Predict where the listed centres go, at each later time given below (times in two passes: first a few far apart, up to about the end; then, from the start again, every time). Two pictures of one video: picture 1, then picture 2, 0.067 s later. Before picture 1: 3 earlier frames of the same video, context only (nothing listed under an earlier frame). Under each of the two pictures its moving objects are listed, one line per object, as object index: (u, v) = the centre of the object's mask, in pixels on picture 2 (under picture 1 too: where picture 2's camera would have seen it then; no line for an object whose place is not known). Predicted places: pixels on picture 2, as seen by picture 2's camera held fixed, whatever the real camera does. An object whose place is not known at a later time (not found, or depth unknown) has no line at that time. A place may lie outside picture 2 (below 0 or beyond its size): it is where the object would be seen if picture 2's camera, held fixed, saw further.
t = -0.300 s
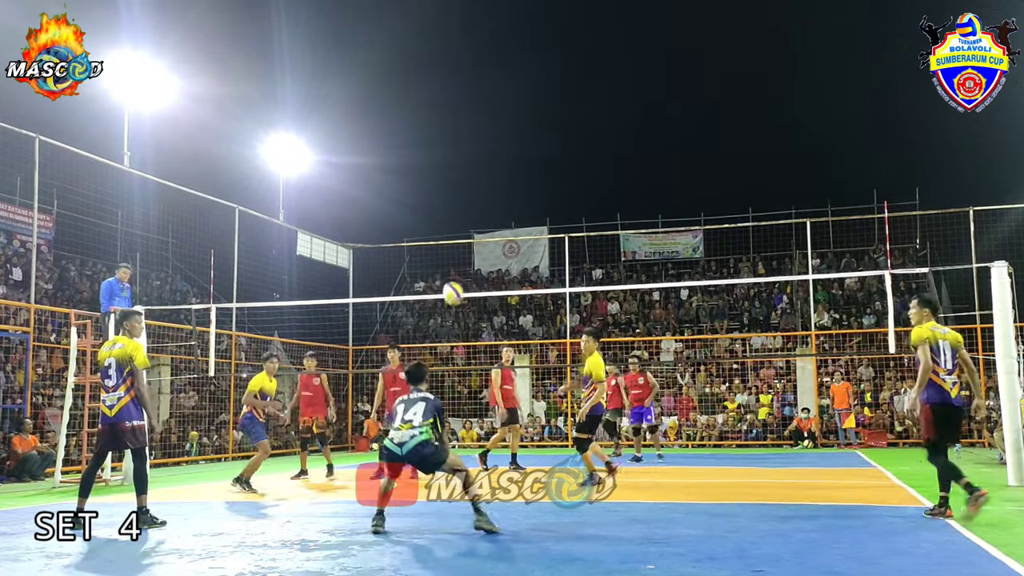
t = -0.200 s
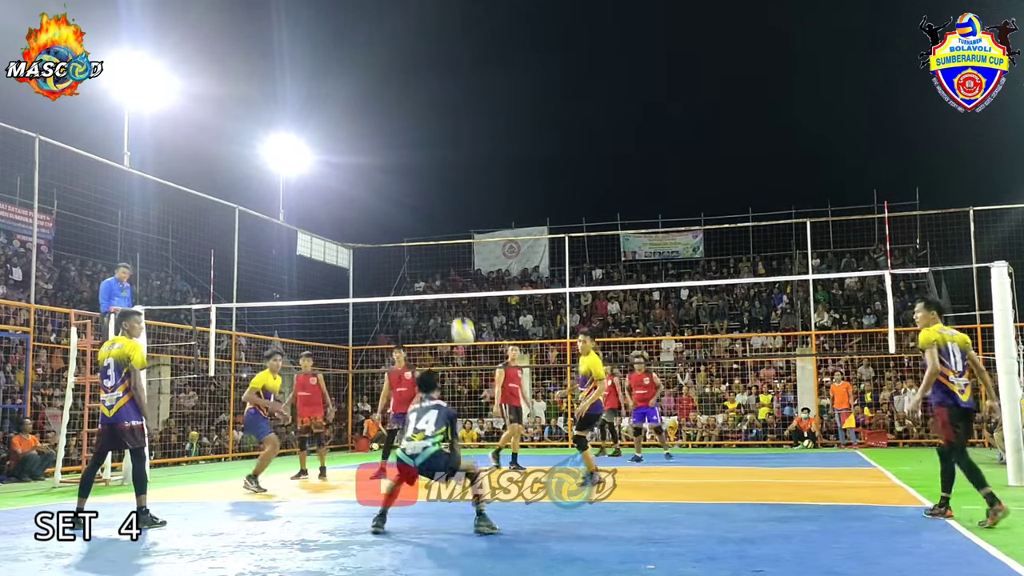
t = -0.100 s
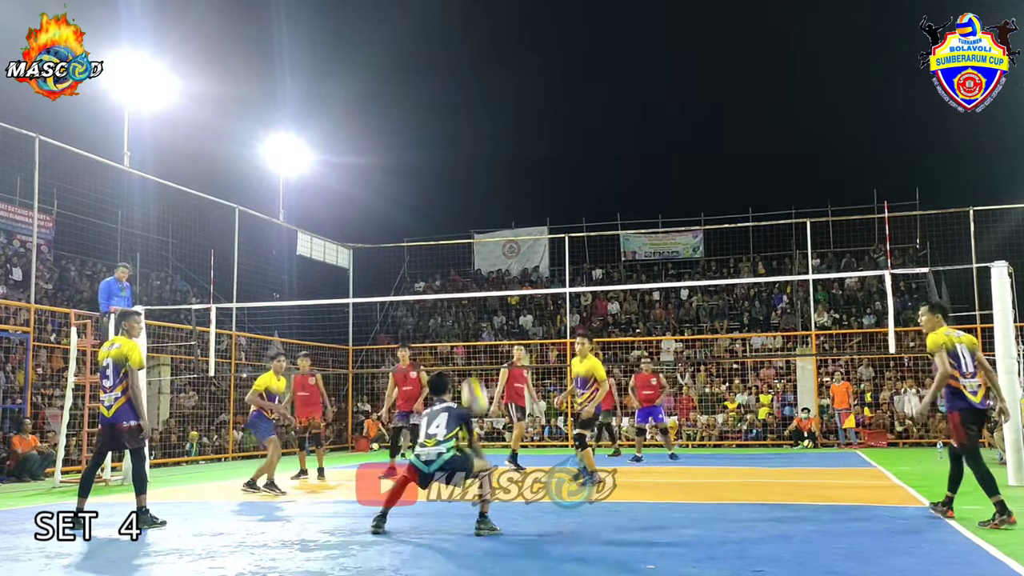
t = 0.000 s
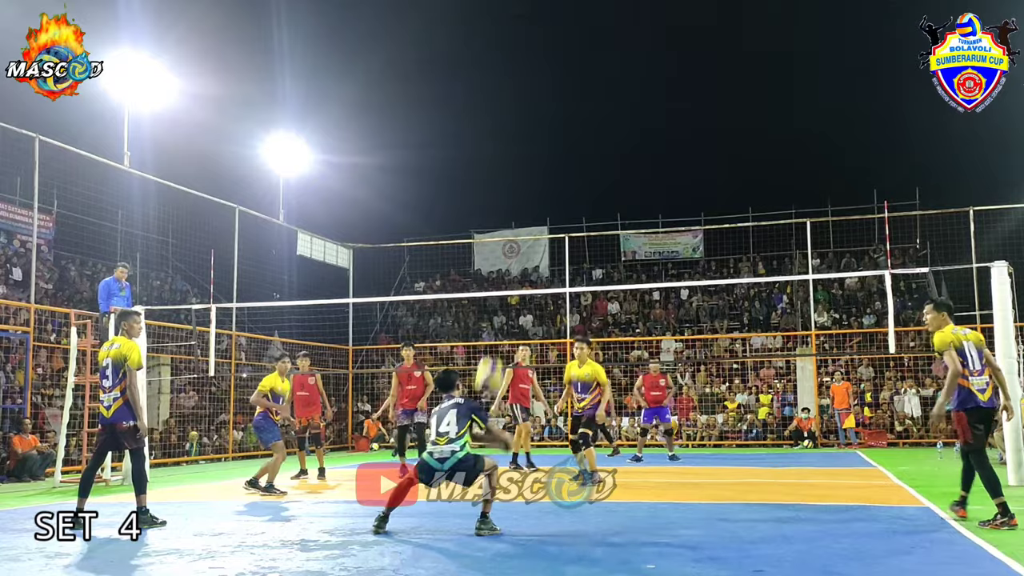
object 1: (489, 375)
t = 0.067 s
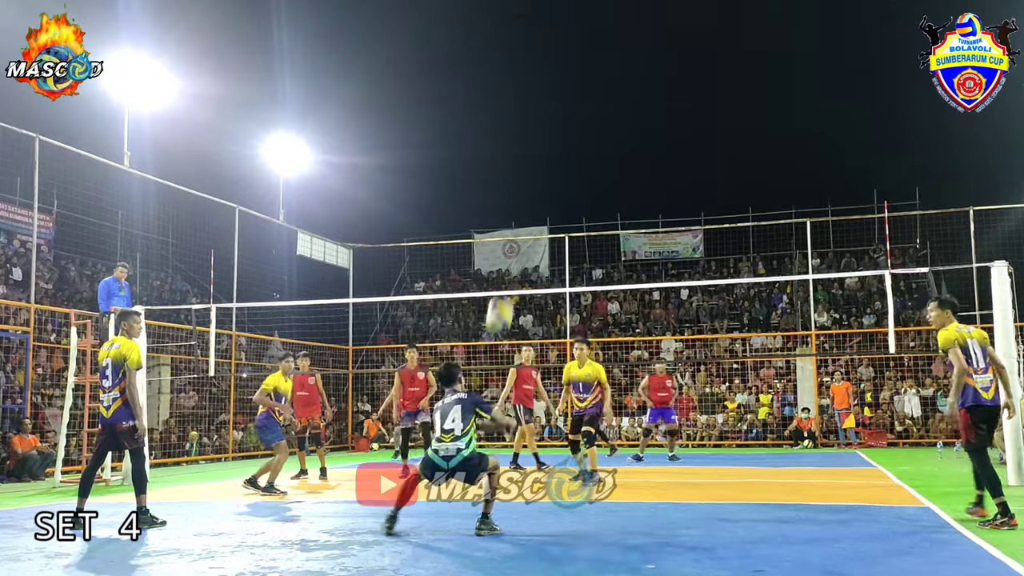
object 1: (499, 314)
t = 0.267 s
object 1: (524, 183)
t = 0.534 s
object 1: (547, 98)
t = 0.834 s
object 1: (567, 94)
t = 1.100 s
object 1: (583, 150)
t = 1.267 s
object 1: (592, 210)
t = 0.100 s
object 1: (504, 288)
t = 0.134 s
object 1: (509, 261)
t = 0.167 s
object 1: (512, 240)
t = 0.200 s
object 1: (517, 217)
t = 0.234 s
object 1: (520, 200)
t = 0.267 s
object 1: (524, 183)
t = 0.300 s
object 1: (527, 167)
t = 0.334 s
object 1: (530, 153)
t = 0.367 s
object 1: (533, 140)
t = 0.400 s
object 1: (537, 129)
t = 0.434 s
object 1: (540, 120)
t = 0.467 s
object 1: (542, 111)
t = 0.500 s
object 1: (545, 104)
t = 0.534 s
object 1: (547, 98)
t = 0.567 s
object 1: (550, 94)
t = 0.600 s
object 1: (552, 90)
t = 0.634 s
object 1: (555, 87)
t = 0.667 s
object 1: (557, 86)
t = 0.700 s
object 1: (559, 86)
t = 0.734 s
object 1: (561, 86)
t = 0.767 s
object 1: (563, 88)
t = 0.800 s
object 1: (565, 90)
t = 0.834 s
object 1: (567, 94)
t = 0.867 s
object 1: (569, 98)
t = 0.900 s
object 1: (571, 103)
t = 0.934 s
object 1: (573, 109)
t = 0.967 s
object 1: (575, 116)
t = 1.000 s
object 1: (577, 123)
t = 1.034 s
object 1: (579, 131)
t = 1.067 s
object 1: (581, 140)
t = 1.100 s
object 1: (583, 150)
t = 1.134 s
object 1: (585, 161)
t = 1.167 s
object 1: (587, 172)
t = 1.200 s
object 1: (588, 184)
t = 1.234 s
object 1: (590, 197)
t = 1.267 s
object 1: (592, 210)
